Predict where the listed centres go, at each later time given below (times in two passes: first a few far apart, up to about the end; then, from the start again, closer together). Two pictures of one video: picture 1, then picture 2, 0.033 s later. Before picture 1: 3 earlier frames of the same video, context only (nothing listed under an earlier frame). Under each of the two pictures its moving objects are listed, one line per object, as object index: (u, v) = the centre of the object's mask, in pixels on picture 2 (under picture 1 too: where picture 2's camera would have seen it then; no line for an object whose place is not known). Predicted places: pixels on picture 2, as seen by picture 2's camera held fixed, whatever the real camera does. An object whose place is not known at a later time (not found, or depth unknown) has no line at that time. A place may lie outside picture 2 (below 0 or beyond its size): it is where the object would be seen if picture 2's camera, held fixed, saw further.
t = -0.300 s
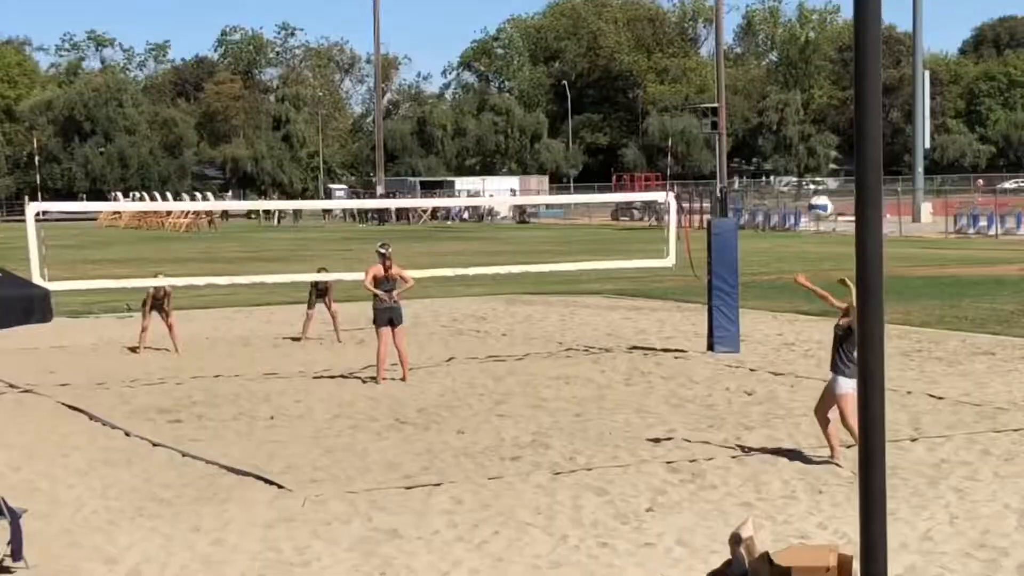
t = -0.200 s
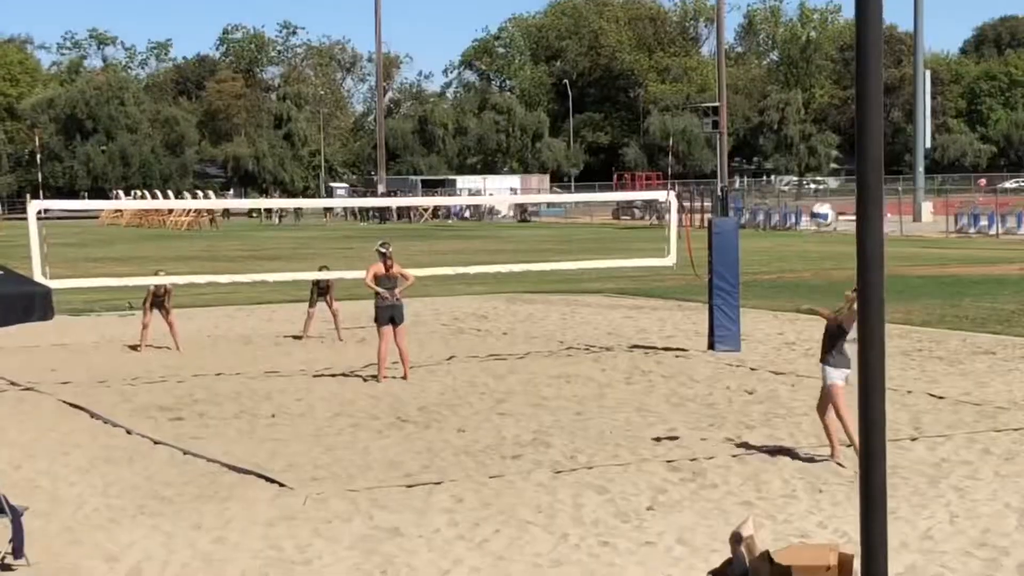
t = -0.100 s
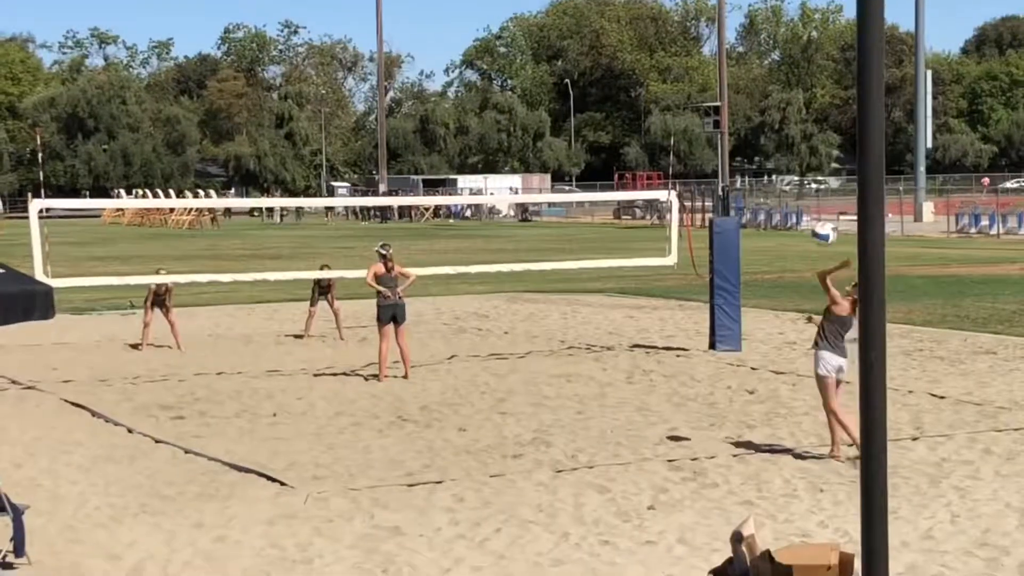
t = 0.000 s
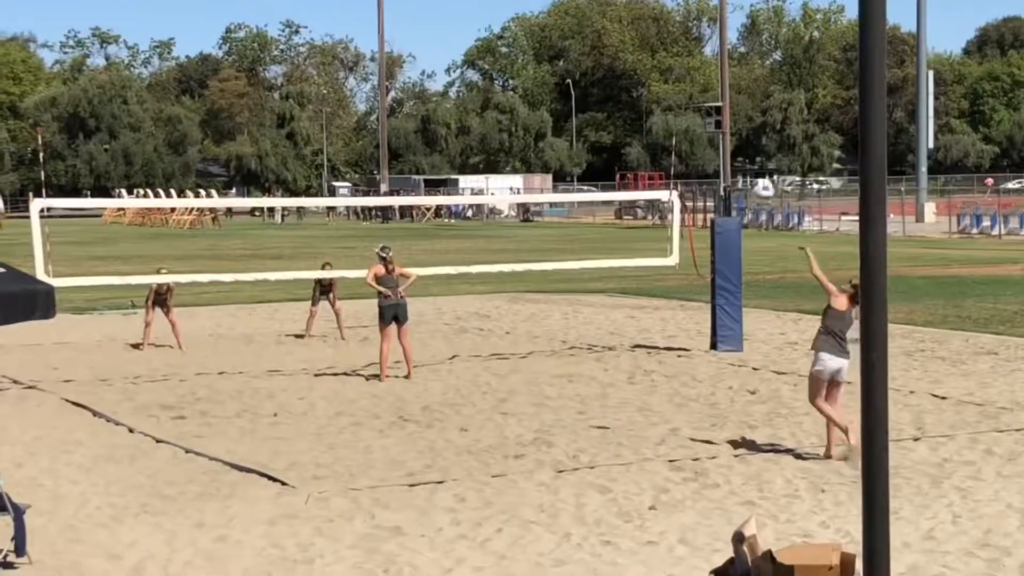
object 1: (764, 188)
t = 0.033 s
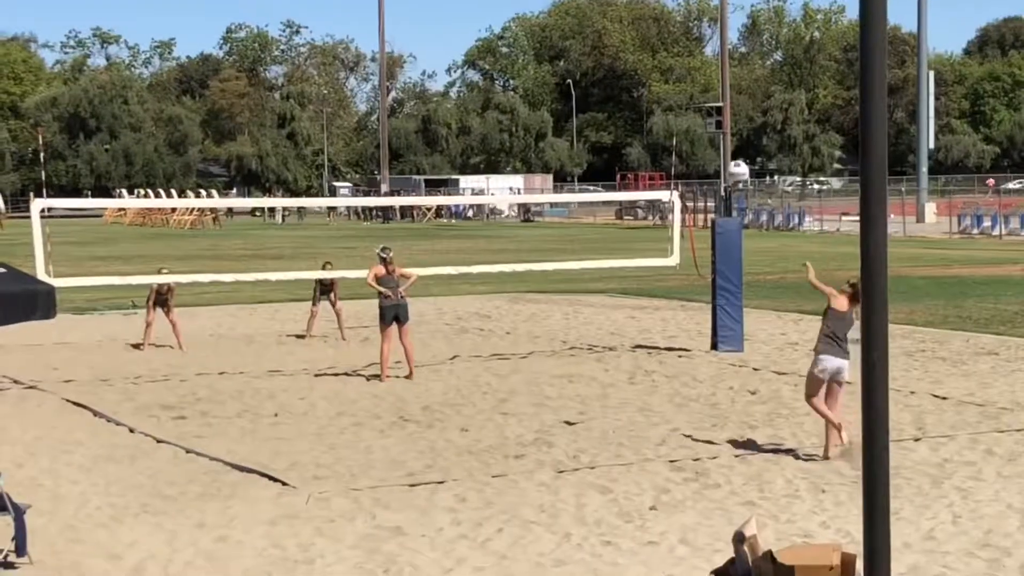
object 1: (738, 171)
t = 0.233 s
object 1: (606, 99)
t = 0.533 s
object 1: (464, 87)
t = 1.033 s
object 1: (302, 216)
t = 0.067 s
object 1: (714, 154)
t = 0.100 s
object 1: (691, 141)
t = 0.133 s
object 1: (669, 127)
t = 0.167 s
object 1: (646, 116)
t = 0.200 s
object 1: (626, 107)
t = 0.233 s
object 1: (606, 99)
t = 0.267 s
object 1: (587, 93)
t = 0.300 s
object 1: (569, 88)
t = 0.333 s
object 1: (553, 85)
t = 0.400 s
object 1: (520, 81)
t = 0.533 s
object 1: (464, 87)
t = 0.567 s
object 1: (450, 91)
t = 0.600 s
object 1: (439, 95)
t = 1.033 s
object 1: (302, 216)
